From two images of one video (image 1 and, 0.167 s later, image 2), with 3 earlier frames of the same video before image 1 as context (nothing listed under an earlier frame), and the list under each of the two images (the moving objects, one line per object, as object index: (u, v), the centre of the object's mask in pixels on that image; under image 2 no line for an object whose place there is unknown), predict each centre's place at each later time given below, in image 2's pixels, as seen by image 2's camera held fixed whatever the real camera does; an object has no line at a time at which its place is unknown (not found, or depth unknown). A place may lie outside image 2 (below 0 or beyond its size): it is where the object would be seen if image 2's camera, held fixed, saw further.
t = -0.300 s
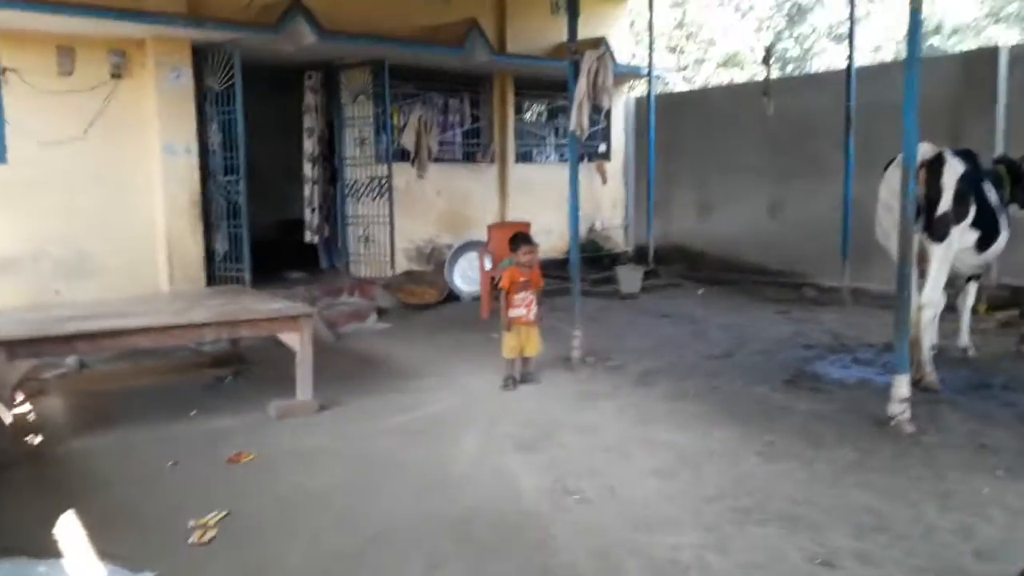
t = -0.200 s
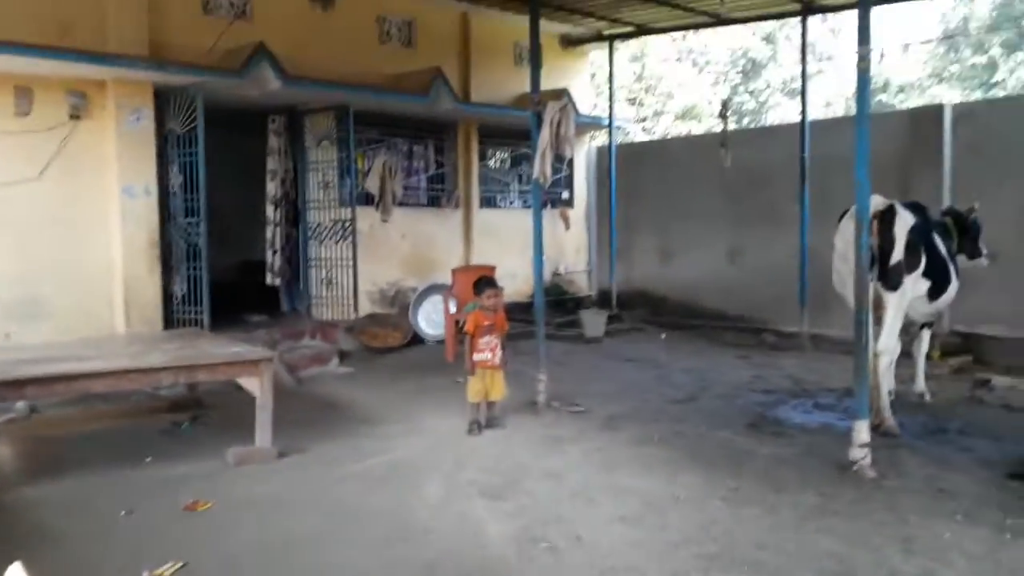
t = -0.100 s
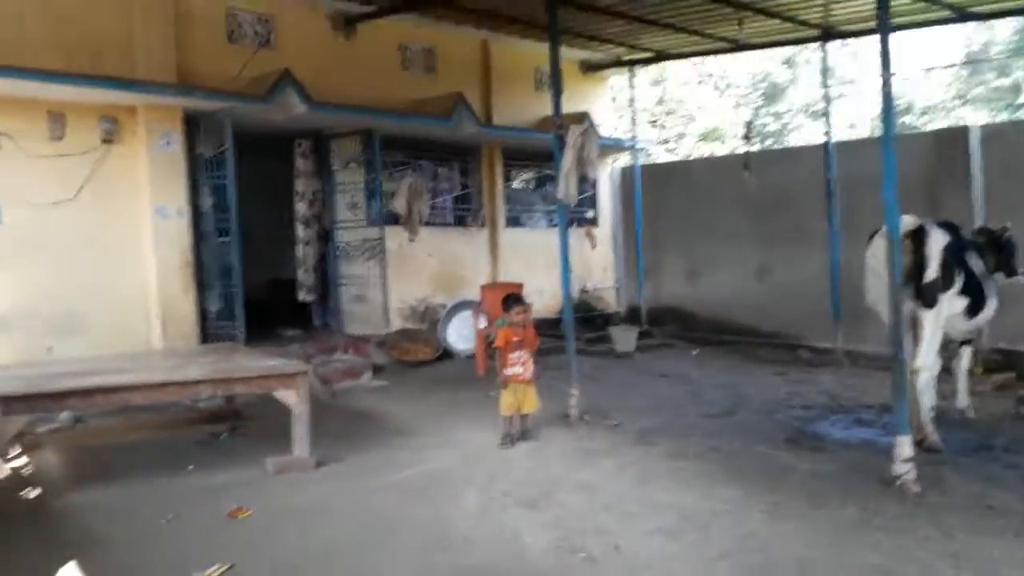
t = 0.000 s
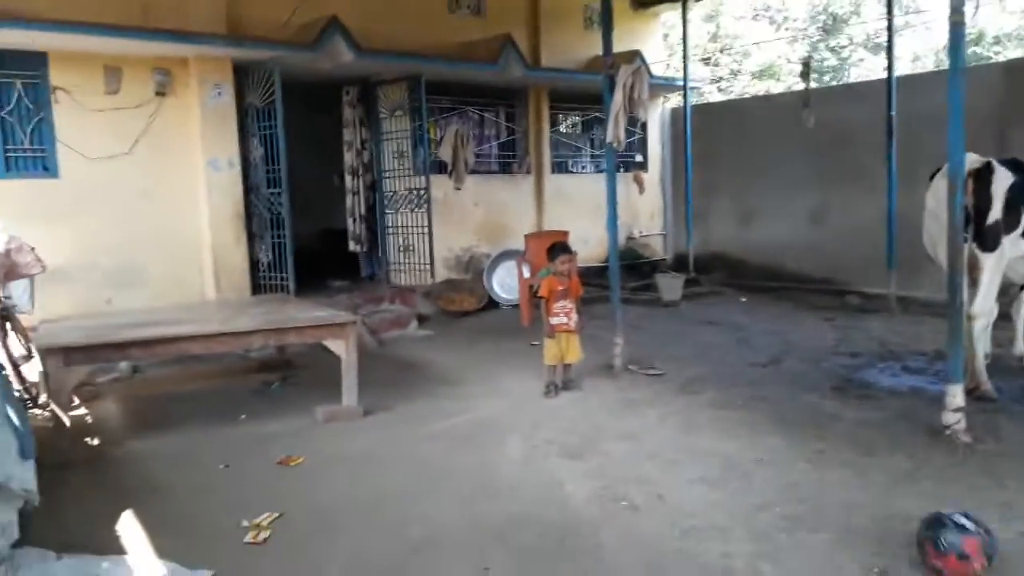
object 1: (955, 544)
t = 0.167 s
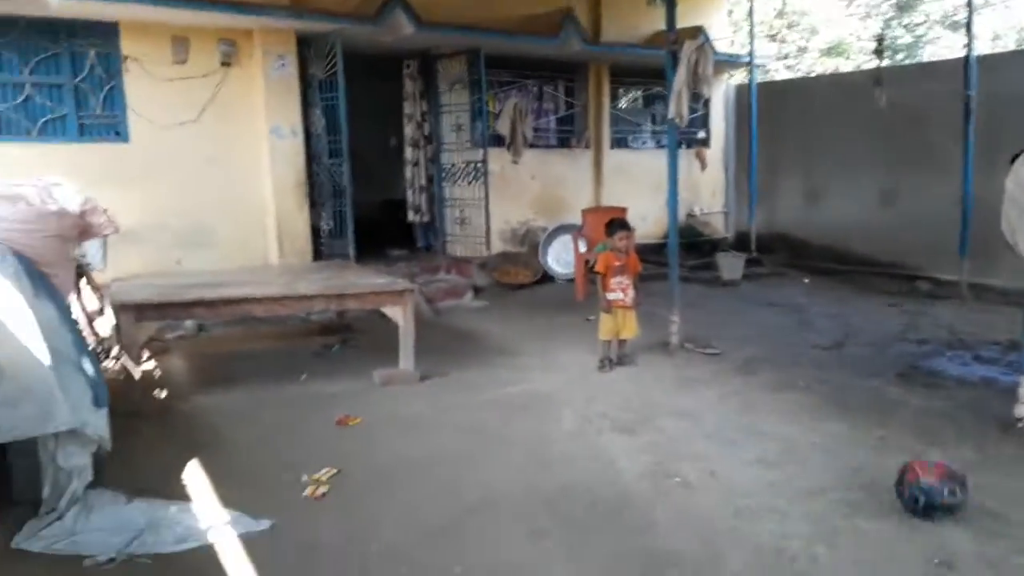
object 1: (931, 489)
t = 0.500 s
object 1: (817, 441)
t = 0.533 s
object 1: (806, 436)
